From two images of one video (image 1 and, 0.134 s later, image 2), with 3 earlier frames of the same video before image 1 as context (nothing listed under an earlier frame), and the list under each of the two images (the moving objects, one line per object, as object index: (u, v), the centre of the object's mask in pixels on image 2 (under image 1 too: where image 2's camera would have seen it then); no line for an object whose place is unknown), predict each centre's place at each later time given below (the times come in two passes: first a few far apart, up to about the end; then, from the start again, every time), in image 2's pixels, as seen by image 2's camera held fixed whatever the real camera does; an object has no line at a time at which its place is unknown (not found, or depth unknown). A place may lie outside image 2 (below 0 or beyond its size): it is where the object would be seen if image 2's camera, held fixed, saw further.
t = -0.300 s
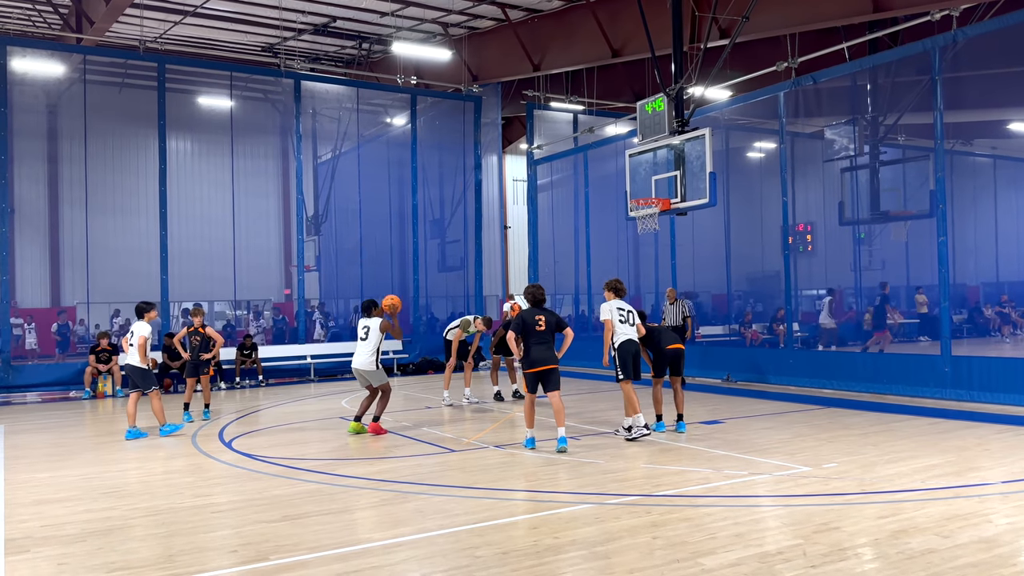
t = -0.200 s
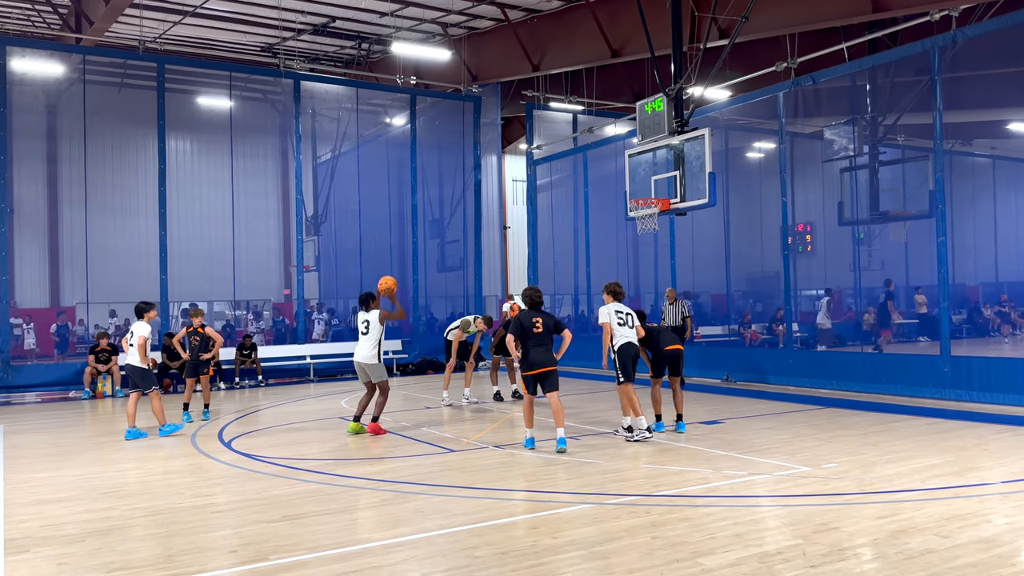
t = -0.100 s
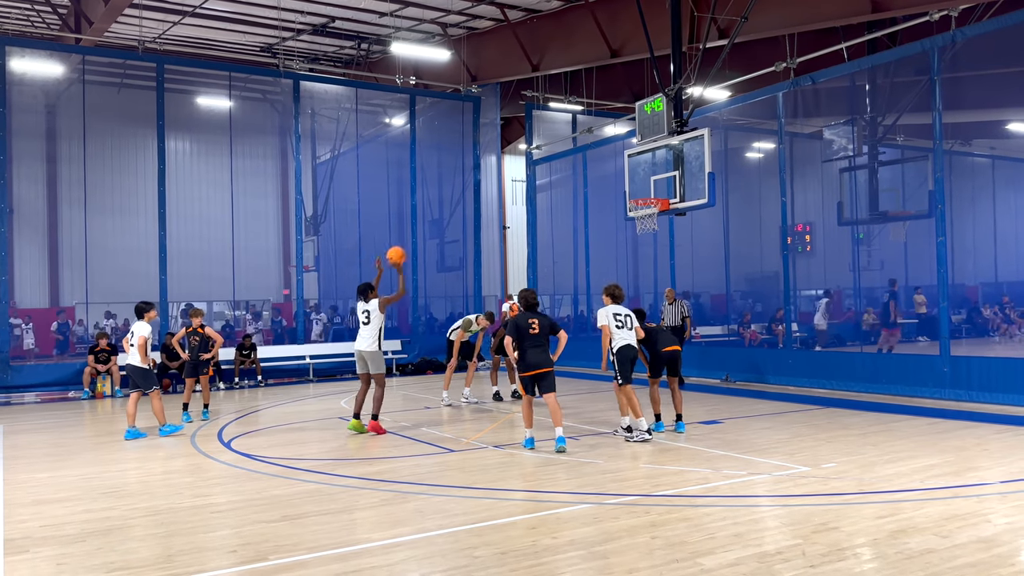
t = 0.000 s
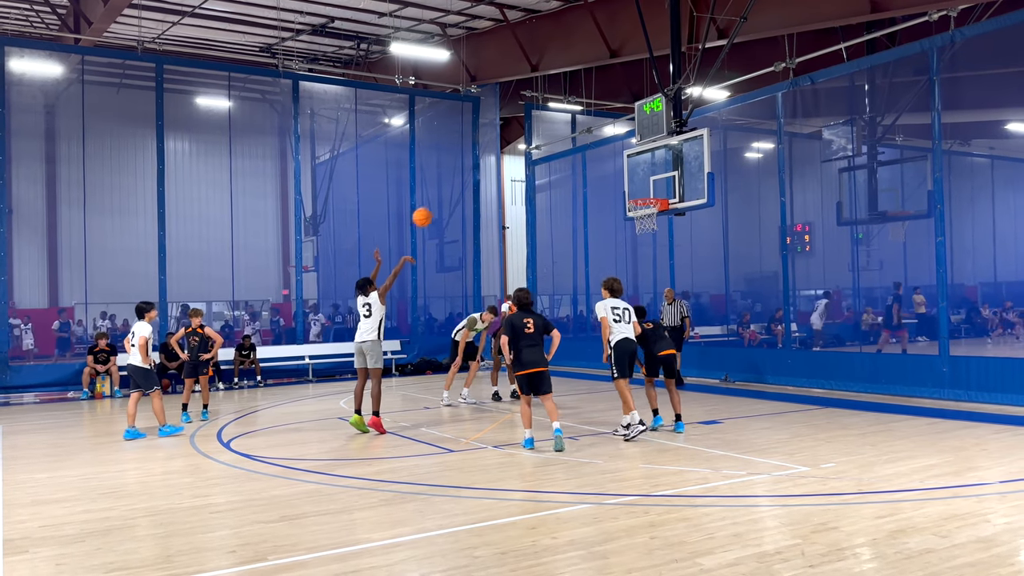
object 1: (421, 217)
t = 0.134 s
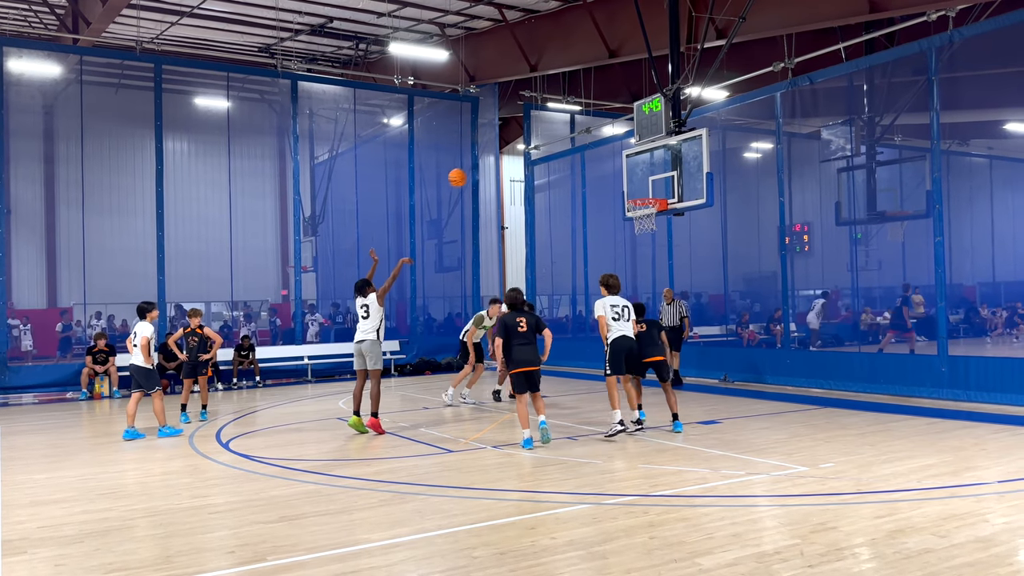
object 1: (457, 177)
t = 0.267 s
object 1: (492, 153)
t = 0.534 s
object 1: (557, 143)
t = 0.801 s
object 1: (616, 180)
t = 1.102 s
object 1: (638, 179)
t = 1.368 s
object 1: (649, 198)
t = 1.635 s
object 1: (636, 220)
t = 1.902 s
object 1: (638, 255)
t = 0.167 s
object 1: (466, 170)
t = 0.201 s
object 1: (474, 164)
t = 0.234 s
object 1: (483, 158)
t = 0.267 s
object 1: (492, 153)
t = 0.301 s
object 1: (500, 149)
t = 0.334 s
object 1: (508, 145)
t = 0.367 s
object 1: (517, 143)
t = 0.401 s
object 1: (525, 142)
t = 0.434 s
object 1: (533, 141)
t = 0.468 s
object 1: (541, 141)
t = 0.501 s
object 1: (549, 142)
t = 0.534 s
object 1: (557, 143)
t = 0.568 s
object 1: (564, 145)
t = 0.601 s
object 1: (572, 148)
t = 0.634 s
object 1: (579, 152)
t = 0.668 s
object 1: (587, 156)
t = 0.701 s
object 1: (594, 161)
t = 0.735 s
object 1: (602, 167)
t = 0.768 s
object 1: (609, 173)
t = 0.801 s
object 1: (616, 180)
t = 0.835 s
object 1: (623, 188)
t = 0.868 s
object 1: (629, 194)
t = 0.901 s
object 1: (630, 190)
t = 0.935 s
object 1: (632, 186)
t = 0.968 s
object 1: (633, 183)
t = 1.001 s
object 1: (634, 180)
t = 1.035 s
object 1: (635, 180)
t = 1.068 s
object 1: (637, 179)
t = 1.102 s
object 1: (638, 179)
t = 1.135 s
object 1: (639, 179)
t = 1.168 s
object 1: (641, 180)
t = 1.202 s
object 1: (642, 181)
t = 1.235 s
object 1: (644, 184)
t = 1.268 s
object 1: (646, 187)
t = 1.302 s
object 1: (647, 191)
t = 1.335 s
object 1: (648, 194)
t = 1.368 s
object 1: (649, 198)
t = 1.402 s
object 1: (647, 196)
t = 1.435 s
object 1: (645, 203)
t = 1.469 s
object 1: (643, 207)
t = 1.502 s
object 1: (640, 210)
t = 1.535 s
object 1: (638, 215)
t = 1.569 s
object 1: (637, 218)
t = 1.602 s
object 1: (636, 219)
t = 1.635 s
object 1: (636, 220)
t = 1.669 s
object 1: (636, 223)
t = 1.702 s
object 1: (636, 225)
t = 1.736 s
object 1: (637, 228)
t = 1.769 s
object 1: (636, 232)
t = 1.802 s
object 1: (637, 236)
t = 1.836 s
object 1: (637, 242)
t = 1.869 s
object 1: (638, 248)
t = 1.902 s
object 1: (638, 255)
